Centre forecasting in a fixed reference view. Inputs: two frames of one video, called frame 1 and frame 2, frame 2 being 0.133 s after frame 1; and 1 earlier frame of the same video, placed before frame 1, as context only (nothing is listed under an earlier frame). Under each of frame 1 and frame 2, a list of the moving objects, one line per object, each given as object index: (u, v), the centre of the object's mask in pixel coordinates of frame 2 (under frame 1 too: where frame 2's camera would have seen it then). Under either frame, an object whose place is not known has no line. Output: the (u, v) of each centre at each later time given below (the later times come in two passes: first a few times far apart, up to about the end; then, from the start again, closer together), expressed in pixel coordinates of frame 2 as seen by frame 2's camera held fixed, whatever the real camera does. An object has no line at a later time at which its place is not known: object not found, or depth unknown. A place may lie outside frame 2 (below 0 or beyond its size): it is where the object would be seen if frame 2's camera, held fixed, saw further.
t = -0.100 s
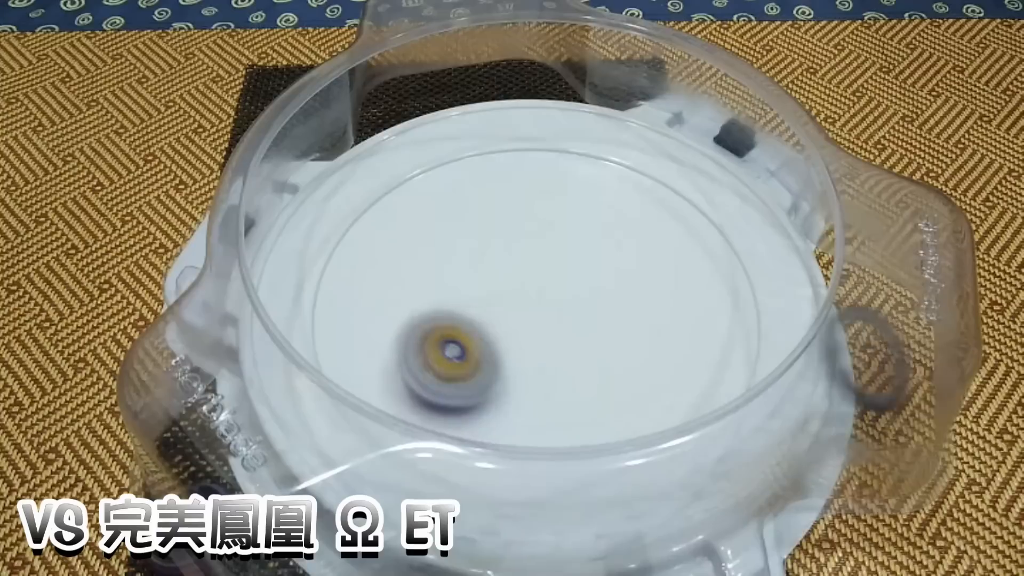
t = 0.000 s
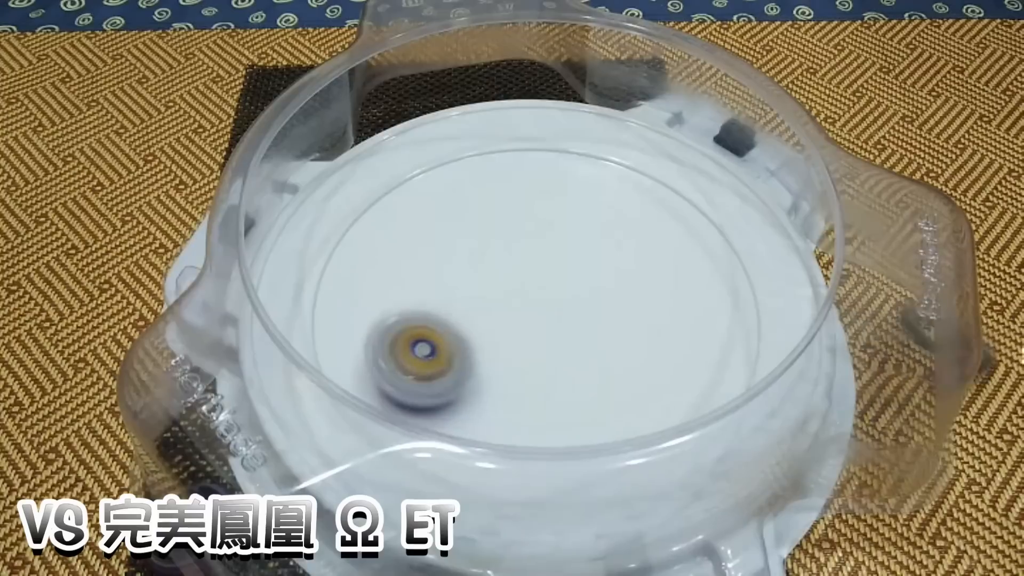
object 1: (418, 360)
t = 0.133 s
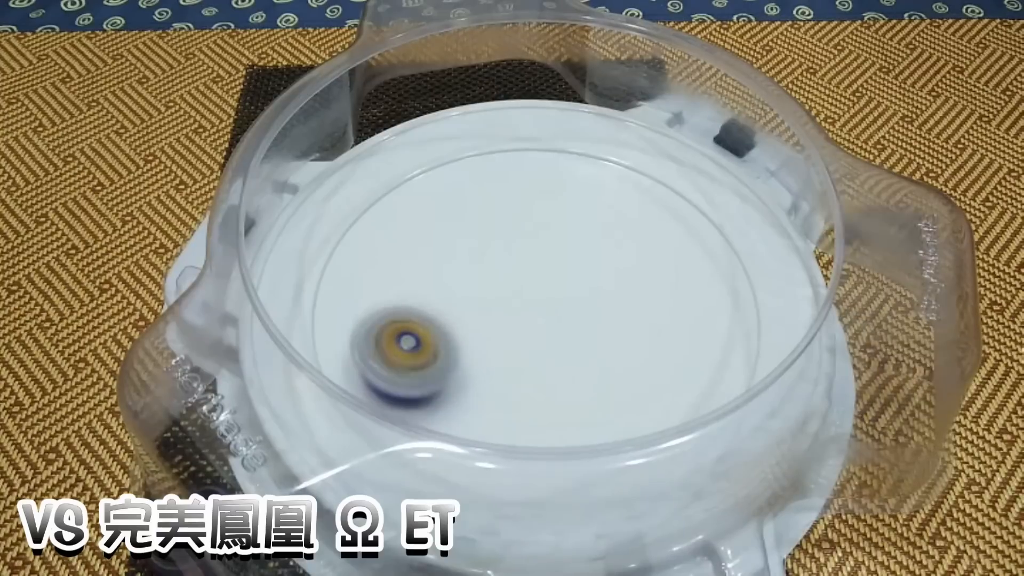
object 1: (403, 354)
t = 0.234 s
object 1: (410, 347)
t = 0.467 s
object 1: (491, 346)
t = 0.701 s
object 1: (583, 375)
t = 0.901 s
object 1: (579, 394)
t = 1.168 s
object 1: (558, 300)
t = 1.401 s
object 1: (636, 240)
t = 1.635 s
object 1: (650, 299)
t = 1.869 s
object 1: (494, 298)
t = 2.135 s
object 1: (455, 197)
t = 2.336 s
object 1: (549, 202)
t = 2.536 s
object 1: (583, 317)
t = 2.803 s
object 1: (462, 396)
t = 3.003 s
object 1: (387, 334)
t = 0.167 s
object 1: (404, 352)
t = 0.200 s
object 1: (406, 350)
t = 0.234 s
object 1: (410, 347)
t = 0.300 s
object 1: (422, 344)
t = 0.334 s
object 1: (432, 343)
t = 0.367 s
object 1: (444, 343)
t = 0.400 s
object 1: (459, 343)
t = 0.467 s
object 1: (491, 346)
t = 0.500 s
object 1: (504, 349)
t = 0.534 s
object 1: (520, 352)
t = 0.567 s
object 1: (536, 356)
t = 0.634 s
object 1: (563, 365)
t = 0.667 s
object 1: (574, 370)
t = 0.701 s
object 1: (583, 375)
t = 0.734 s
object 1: (589, 380)
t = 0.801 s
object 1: (593, 390)
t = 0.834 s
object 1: (591, 393)
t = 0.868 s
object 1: (586, 395)
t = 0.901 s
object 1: (579, 394)
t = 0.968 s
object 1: (561, 383)
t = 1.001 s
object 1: (554, 373)
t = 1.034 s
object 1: (549, 360)
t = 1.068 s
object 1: (547, 344)
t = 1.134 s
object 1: (552, 314)
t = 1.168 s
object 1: (558, 300)
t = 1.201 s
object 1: (567, 285)
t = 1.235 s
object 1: (576, 273)
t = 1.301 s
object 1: (598, 253)
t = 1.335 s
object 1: (611, 247)
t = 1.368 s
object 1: (623, 243)
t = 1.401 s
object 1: (636, 240)
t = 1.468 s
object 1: (659, 247)
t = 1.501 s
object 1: (667, 254)
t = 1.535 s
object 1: (671, 264)
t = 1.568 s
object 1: (669, 276)
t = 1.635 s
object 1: (650, 299)
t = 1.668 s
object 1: (632, 309)
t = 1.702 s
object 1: (610, 315)
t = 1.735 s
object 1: (586, 318)
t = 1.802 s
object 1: (538, 314)
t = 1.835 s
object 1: (515, 308)
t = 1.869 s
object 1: (494, 298)
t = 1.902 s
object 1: (477, 287)
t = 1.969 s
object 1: (453, 260)
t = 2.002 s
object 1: (446, 246)
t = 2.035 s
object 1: (443, 233)
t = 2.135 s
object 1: (455, 197)
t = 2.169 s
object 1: (466, 189)
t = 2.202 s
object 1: (480, 183)
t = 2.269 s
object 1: (515, 182)
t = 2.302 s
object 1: (534, 191)
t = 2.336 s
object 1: (549, 202)
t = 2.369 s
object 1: (564, 217)
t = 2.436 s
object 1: (584, 256)
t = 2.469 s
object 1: (587, 276)
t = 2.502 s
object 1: (586, 297)
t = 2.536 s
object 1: (583, 317)
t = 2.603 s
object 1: (564, 352)
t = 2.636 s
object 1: (550, 366)
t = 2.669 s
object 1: (535, 379)
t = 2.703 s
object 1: (518, 387)
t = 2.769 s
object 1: (482, 396)
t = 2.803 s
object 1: (462, 396)
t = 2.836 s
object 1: (442, 393)
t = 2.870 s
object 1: (425, 386)
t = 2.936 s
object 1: (396, 365)
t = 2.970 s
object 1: (388, 350)
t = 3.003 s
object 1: (387, 334)
